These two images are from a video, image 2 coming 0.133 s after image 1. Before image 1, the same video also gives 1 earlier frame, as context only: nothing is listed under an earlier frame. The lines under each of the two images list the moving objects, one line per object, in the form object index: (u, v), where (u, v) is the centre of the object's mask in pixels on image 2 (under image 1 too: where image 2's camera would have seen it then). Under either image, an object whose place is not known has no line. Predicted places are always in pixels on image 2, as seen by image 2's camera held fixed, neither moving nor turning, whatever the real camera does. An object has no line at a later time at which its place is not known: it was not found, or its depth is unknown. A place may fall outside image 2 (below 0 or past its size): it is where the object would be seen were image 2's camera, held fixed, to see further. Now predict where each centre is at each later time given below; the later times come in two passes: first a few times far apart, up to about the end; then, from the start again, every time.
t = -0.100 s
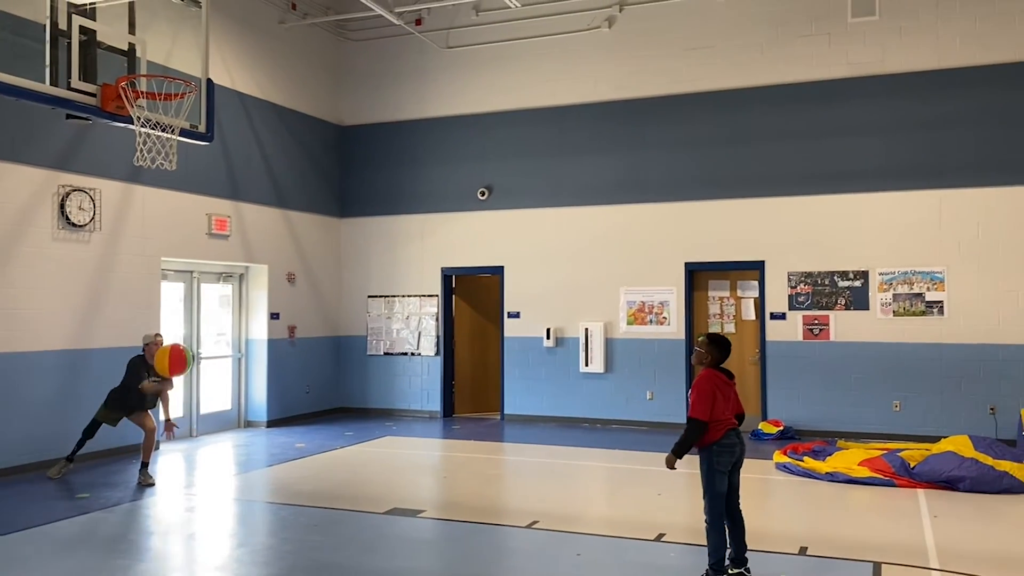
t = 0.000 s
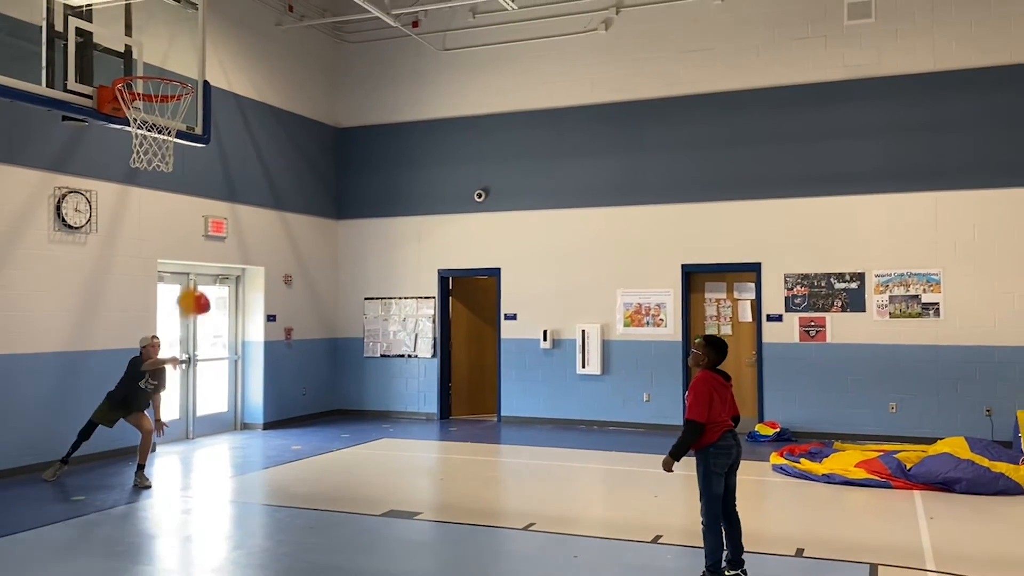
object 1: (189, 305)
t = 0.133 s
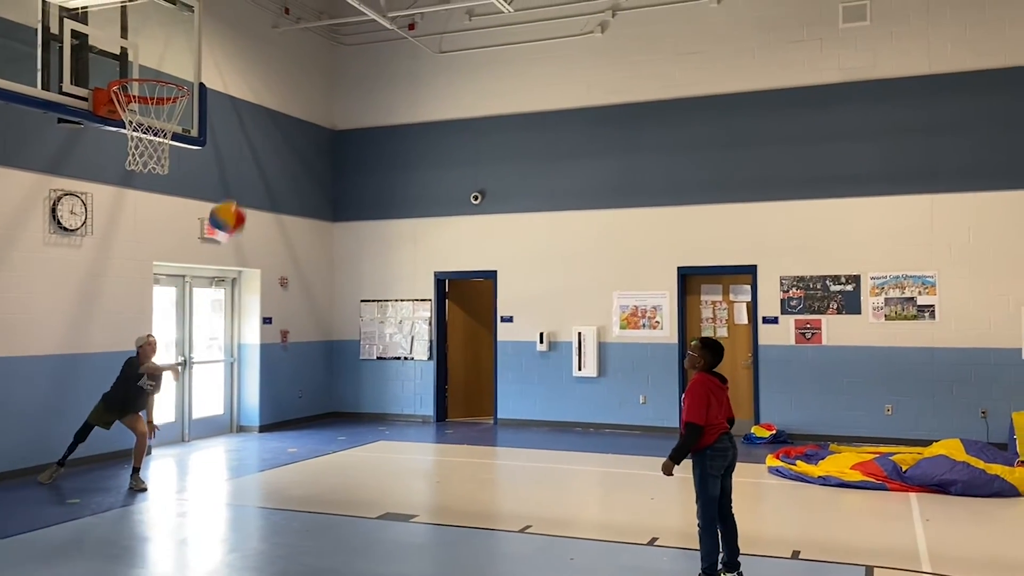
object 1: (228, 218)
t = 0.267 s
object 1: (259, 161)
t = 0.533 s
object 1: (310, 100)
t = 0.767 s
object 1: (347, 98)
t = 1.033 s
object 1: (382, 153)
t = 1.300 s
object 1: (407, 255)
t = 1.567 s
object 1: (422, 397)
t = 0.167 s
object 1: (235, 203)
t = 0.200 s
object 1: (243, 188)
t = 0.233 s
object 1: (251, 174)
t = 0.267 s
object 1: (259, 161)
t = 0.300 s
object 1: (266, 150)
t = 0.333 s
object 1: (273, 139)
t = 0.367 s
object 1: (279, 130)
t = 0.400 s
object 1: (286, 122)
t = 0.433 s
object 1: (292, 115)
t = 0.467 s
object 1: (298, 109)
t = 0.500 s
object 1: (304, 104)
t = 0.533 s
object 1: (310, 100)
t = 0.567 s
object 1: (316, 97)
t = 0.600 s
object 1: (321, 95)
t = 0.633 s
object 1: (326, 94)
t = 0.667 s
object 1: (331, 93)
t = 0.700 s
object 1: (337, 94)
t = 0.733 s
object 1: (342, 96)
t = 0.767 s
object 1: (347, 98)
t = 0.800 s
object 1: (352, 102)
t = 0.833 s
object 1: (356, 107)
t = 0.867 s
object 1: (361, 112)
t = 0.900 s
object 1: (366, 119)
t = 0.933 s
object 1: (370, 126)
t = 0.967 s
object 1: (375, 134)
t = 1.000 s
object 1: (378, 143)
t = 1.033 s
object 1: (382, 153)
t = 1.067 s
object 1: (386, 163)
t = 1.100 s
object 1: (389, 174)
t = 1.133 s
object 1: (393, 186)
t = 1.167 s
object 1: (396, 199)
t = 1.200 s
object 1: (399, 211)
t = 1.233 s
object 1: (402, 225)
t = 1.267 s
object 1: (405, 240)
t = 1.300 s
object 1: (407, 255)
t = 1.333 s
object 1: (410, 271)
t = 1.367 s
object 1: (412, 287)
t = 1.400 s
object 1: (414, 304)
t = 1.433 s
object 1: (416, 322)
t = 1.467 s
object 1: (418, 340)
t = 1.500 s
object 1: (420, 359)
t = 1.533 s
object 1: (421, 378)
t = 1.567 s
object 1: (422, 397)
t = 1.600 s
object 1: (424, 416)
